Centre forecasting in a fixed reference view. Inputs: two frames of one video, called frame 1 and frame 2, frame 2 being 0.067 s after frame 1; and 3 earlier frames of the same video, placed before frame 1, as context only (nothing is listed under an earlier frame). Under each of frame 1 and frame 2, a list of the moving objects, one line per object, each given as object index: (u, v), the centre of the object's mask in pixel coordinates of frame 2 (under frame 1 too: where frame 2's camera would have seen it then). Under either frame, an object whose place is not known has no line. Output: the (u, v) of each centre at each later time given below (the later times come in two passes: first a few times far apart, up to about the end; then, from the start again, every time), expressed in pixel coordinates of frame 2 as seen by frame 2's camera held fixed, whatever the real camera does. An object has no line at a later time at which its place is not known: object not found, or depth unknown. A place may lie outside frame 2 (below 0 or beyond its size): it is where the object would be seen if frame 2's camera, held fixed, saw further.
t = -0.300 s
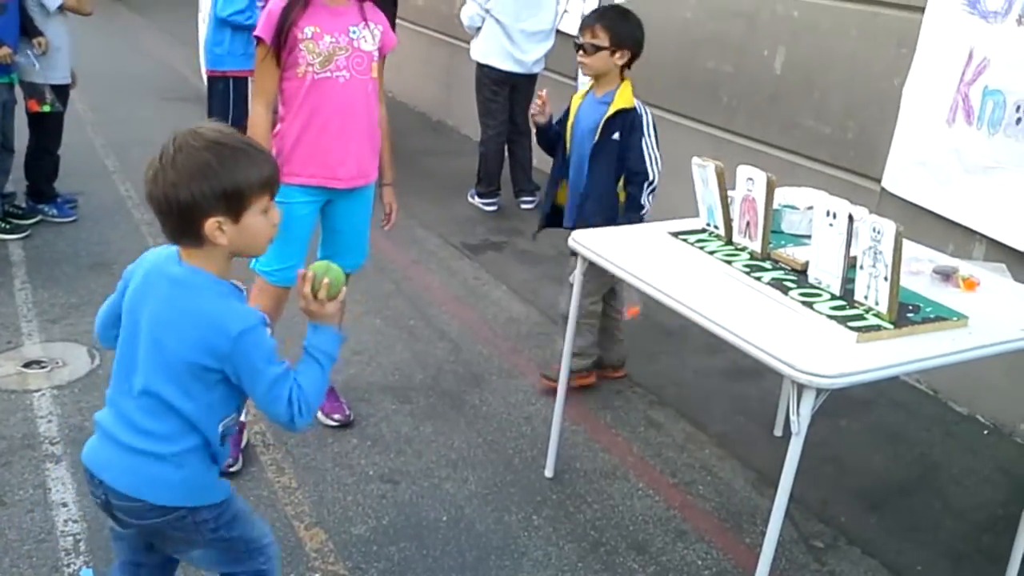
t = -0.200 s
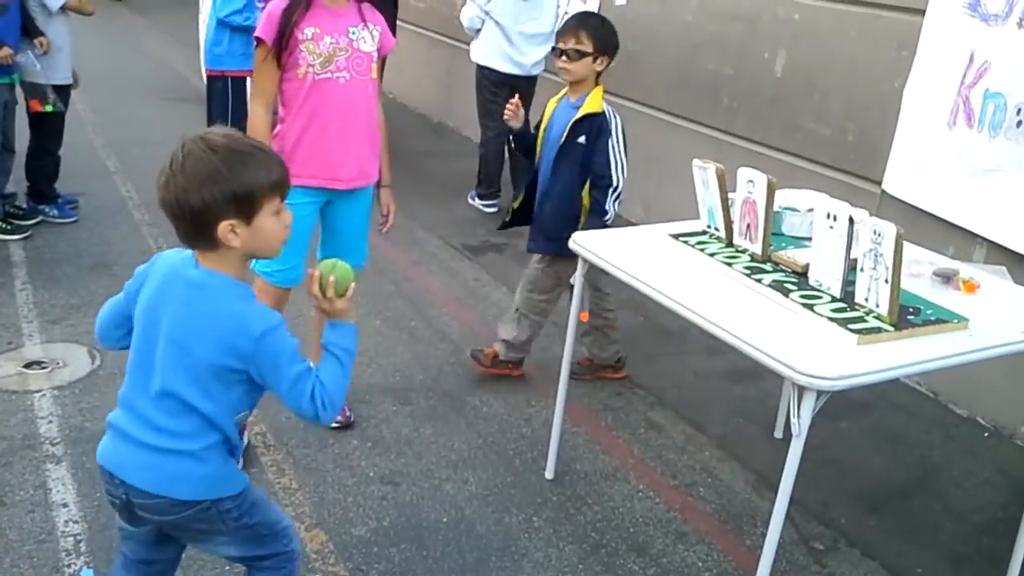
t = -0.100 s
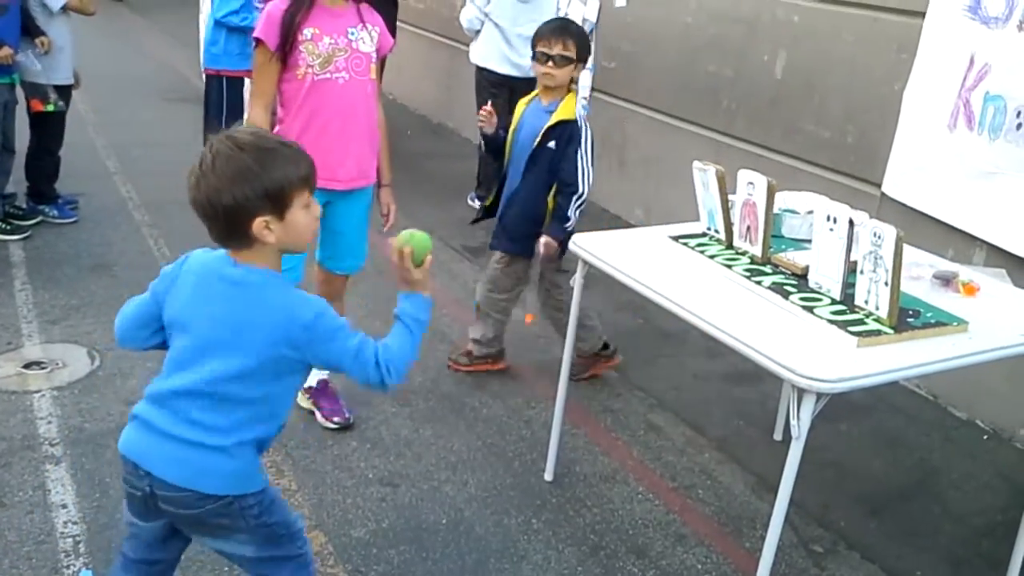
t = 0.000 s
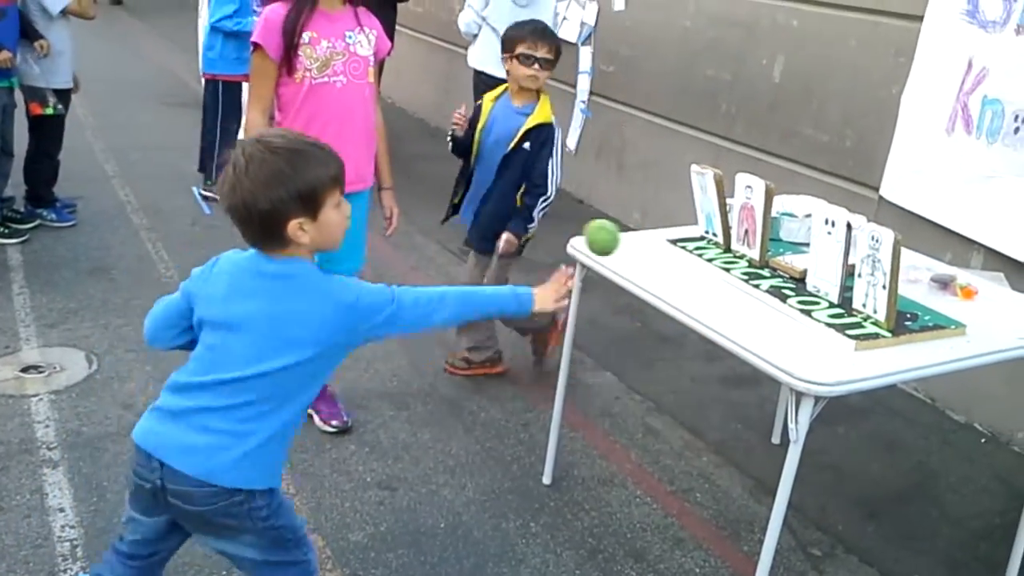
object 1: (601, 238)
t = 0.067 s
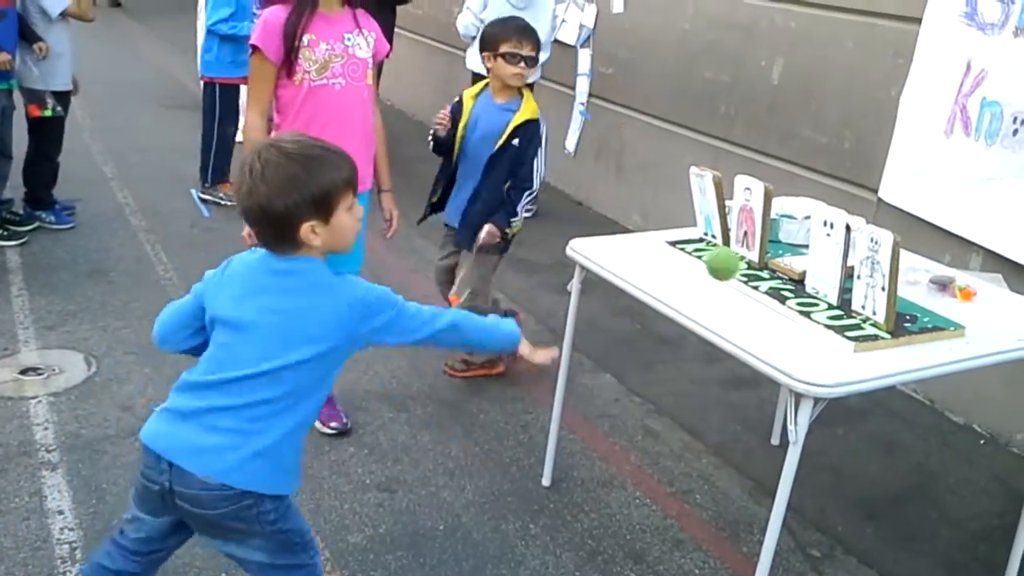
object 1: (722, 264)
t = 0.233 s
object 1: (832, 265)
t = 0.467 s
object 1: (799, 315)
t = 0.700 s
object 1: (812, 337)
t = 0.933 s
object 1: (815, 357)
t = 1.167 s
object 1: (807, 381)
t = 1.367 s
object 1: (759, 560)
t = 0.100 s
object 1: (777, 281)
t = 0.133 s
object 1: (821, 294)
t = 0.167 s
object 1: (837, 279)
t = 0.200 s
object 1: (835, 269)
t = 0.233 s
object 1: (832, 265)
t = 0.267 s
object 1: (827, 265)
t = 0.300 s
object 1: (820, 272)
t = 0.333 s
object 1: (812, 283)
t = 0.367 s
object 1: (803, 300)
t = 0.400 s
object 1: (792, 325)
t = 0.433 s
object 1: (793, 323)
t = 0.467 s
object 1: (799, 315)
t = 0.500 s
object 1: (803, 312)
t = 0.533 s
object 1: (805, 315)
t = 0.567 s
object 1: (807, 324)
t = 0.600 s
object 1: (808, 339)
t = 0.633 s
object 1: (811, 337)
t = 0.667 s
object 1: (812, 334)
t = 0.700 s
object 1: (812, 337)
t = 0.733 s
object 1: (812, 347)
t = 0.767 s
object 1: (814, 347)
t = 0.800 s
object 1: (815, 348)
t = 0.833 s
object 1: (815, 354)
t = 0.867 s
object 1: (815, 353)
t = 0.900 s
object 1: (815, 356)
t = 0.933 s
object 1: (815, 357)
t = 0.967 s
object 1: (815, 360)
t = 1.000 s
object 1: (814, 360)
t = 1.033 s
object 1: (814, 362)
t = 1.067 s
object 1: (813, 363)
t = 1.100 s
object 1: (811, 366)
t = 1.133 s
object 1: (809, 371)
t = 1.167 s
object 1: (807, 381)
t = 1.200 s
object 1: (803, 396)
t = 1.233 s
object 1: (798, 417)
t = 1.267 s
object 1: (791, 443)
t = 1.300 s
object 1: (781, 477)
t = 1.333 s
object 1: (771, 515)
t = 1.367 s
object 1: (759, 560)
